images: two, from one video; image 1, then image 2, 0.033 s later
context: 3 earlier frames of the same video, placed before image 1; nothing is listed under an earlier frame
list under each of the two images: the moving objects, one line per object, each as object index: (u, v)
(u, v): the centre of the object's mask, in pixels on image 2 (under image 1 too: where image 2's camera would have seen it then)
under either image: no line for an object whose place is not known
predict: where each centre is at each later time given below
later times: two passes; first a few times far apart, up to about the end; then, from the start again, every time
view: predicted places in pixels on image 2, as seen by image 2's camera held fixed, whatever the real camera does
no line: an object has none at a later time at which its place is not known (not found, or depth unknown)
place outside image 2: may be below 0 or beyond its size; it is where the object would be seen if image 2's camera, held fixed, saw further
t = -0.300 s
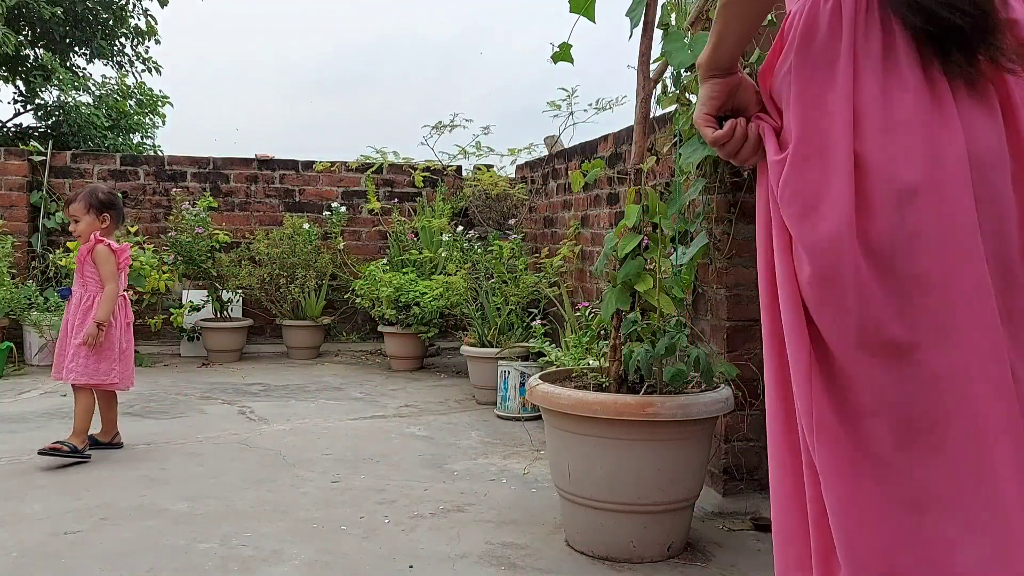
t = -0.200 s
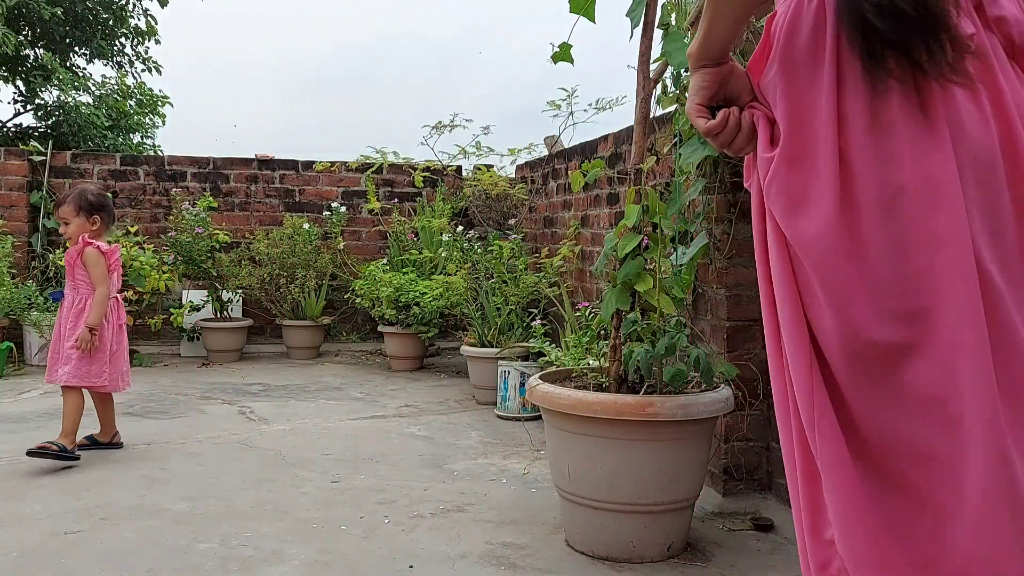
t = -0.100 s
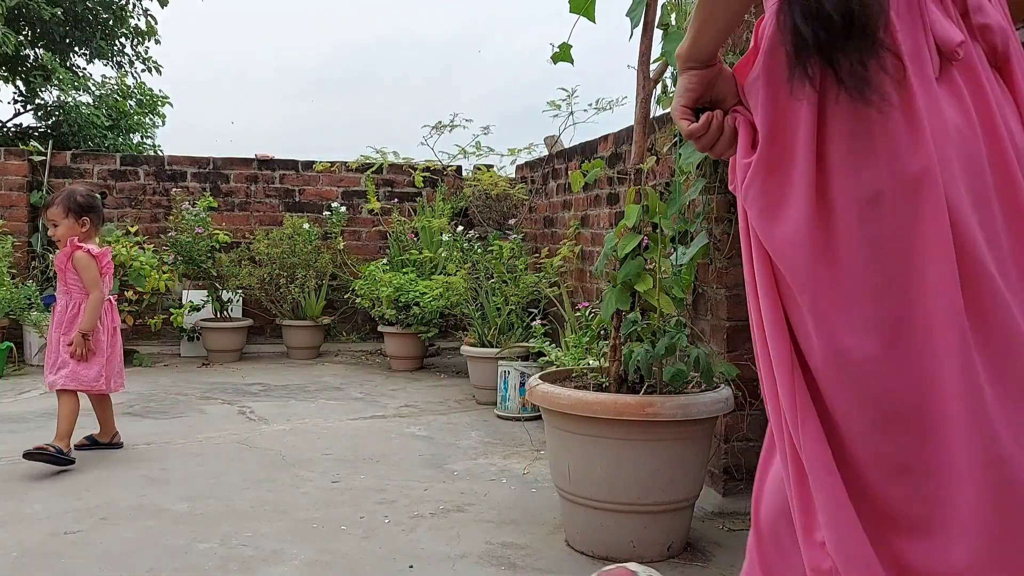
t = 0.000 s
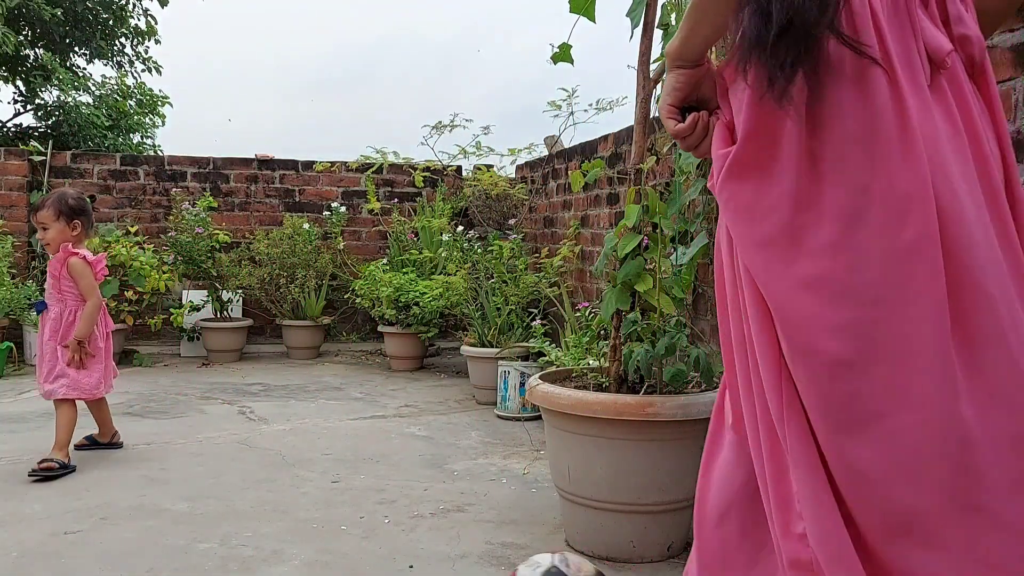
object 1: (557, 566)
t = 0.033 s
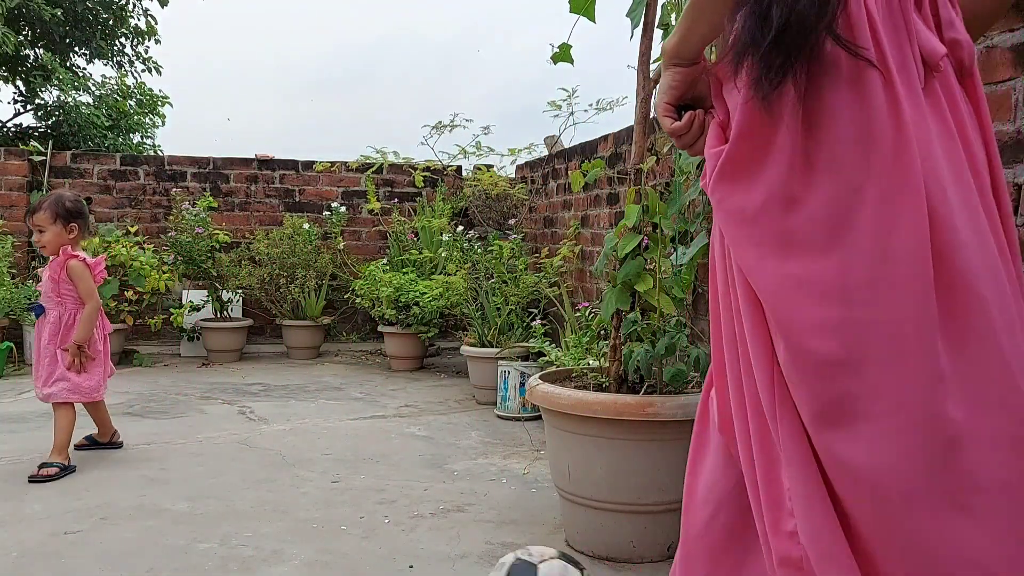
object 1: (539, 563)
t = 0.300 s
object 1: (407, 551)
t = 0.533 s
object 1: (313, 543)
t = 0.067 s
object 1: (519, 562)
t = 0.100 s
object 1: (502, 560)
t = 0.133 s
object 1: (486, 558)
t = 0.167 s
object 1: (470, 556)
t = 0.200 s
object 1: (454, 555)
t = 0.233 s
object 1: (438, 554)
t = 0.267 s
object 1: (423, 553)
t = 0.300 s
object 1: (407, 551)
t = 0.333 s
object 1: (392, 551)
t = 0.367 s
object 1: (378, 550)
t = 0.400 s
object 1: (363, 547)
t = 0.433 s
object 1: (350, 545)
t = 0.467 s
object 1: (337, 544)
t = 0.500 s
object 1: (324, 544)
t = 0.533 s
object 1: (313, 543)
